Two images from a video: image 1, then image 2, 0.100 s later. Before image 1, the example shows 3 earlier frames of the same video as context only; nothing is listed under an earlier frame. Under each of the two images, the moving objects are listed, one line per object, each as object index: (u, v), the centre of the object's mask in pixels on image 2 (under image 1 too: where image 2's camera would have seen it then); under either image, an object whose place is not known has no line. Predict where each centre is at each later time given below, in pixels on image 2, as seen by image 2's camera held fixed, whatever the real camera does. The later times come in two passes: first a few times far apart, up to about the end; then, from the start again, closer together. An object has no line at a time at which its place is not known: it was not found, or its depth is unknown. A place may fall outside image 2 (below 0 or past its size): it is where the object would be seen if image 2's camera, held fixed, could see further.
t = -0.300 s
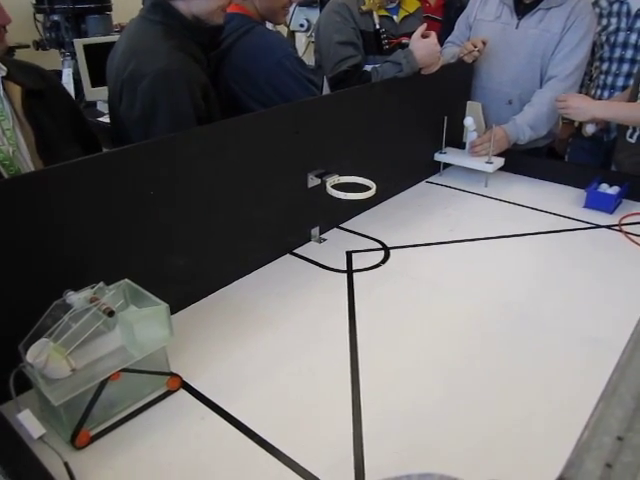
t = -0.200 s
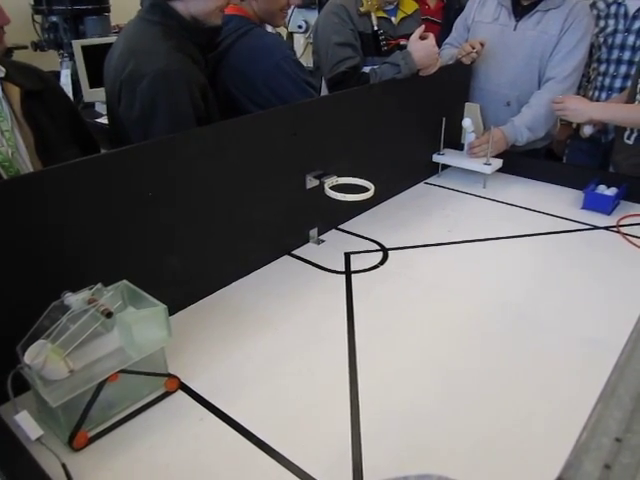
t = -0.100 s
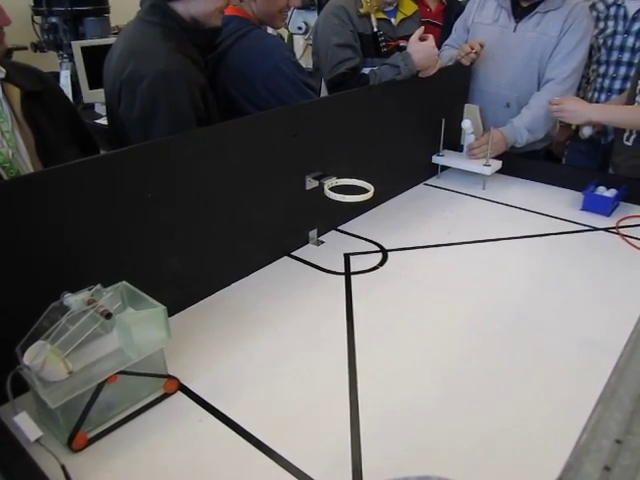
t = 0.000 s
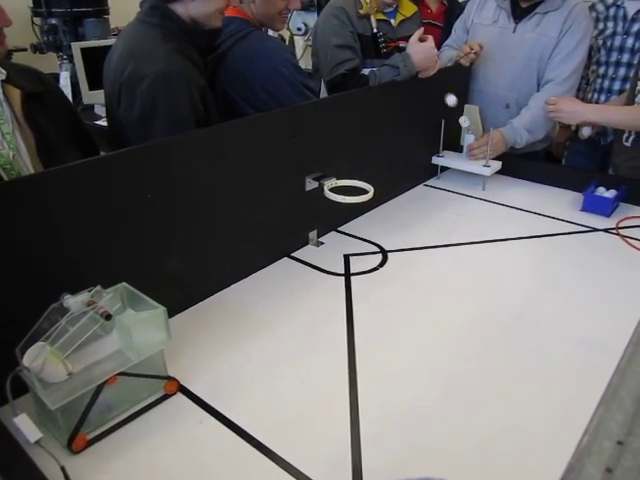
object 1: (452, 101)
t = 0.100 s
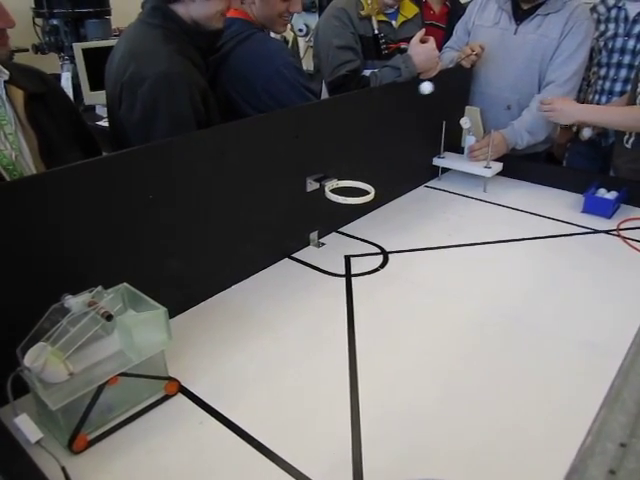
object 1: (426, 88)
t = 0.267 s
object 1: (370, 133)
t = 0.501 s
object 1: (288, 226)
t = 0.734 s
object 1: (212, 205)
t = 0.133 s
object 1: (416, 89)
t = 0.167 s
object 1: (405, 95)
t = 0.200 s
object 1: (394, 104)
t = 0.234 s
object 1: (383, 117)
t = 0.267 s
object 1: (370, 133)
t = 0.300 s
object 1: (357, 154)
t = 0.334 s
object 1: (345, 179)
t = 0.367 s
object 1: (331, 210)
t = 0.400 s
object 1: (321, 235)
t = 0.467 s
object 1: (296, 242)
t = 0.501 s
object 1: (288, 226)
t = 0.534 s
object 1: (278, 211)
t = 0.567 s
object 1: (267, 200)
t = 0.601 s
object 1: (256, 193)
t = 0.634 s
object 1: (245, 190)
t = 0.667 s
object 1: (233, 190)
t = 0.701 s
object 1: (222, 196)
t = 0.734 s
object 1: (212, 205)
